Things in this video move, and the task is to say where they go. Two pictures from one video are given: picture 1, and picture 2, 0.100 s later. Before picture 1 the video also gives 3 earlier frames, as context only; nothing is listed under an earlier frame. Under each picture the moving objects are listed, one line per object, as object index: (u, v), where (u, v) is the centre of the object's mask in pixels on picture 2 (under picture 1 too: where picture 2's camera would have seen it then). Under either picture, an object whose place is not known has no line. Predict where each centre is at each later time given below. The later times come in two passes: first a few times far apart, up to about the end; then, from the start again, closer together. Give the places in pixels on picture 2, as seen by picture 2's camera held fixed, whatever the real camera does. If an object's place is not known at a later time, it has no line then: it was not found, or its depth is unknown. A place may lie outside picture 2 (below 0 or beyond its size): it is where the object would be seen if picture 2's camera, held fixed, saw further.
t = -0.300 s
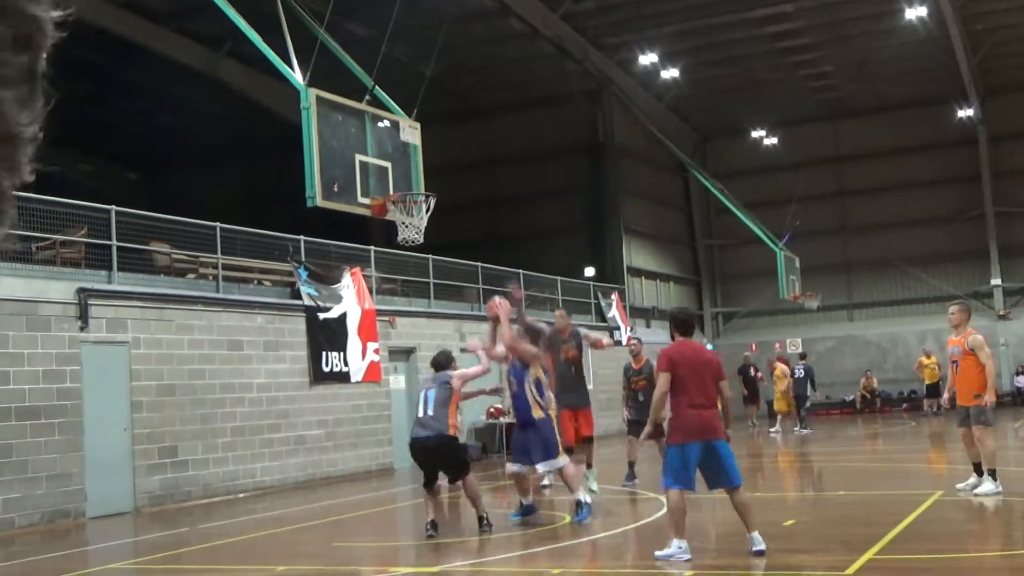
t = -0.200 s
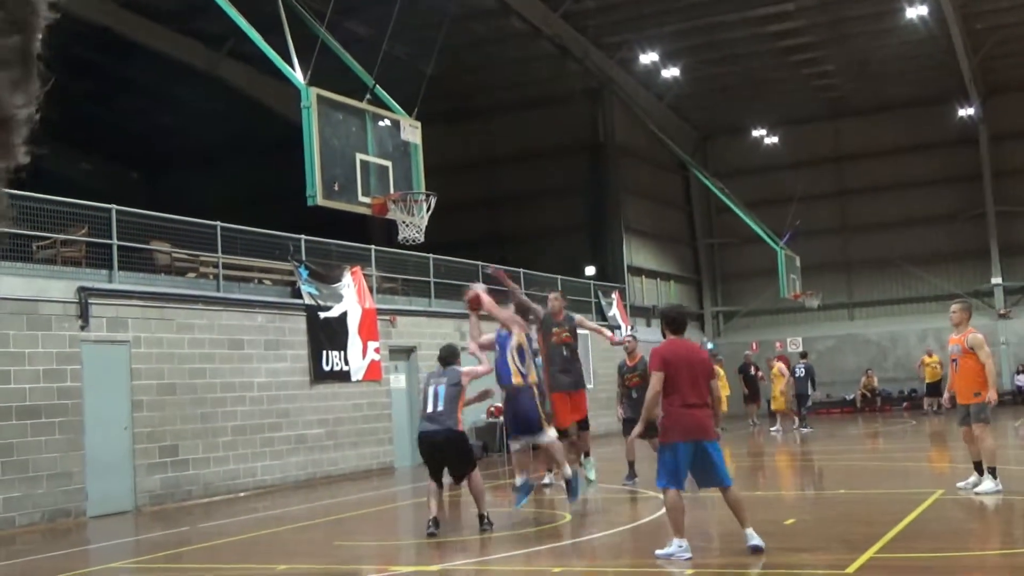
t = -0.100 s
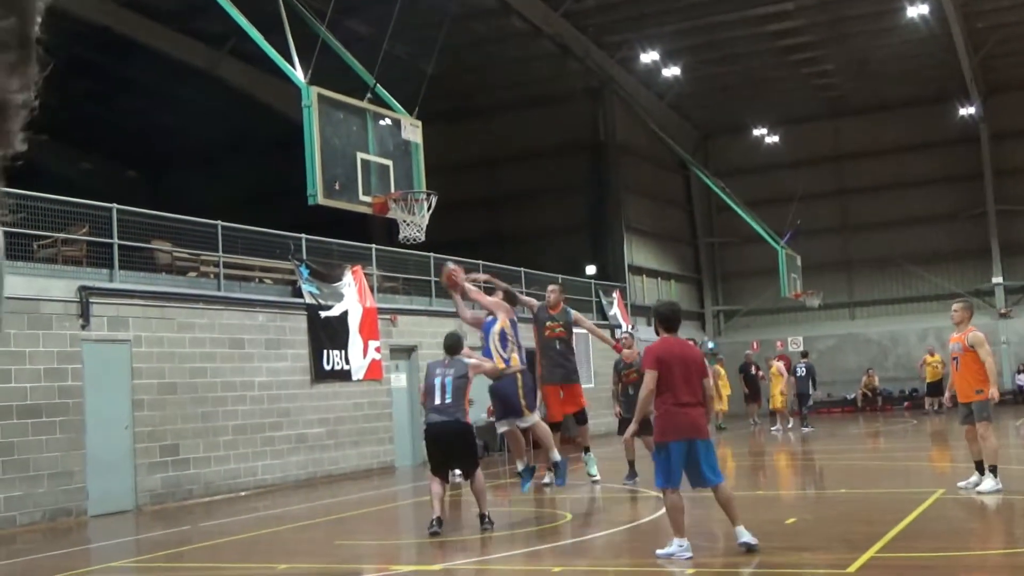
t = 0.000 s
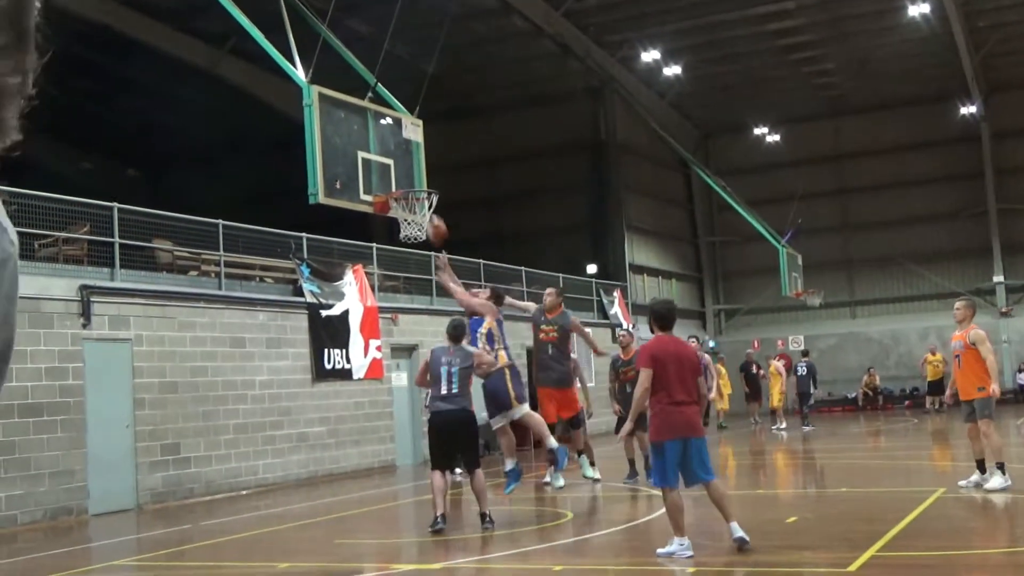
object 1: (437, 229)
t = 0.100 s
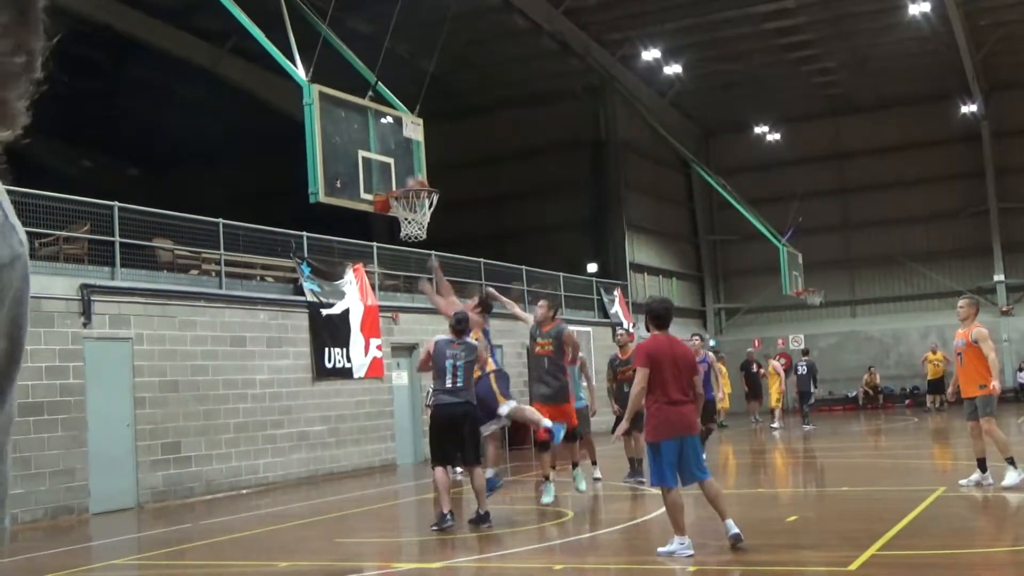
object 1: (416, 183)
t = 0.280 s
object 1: (405, 144)
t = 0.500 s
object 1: (407, 139)
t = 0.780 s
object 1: (412, 181)
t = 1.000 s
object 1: (415, 179)
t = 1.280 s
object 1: (413, 184)
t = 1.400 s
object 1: (413, 214)
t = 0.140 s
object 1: (410, 174)
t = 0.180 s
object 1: (405, 162)
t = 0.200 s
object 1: (405, 158)
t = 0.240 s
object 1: (405, 150)
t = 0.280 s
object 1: (405, 144)
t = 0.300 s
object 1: (405, 141)
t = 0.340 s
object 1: (406, 138)
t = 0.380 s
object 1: (406, 137)
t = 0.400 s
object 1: (406, 137)
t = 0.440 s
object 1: (407, 137)
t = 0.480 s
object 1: (407, 138)
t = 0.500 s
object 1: (407, 139)
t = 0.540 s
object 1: (409, 144)
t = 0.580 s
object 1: (409, 150)
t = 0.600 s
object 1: (410, 153)
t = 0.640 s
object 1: (411, 161)
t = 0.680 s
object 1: (412, 172)
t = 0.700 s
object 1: (412, 177)
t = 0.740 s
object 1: (413, 180)
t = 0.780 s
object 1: (412, 181)
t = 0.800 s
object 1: (412, 182)
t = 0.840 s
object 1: (412, 188)
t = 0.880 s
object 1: (411, 182)
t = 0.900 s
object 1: (412, 181)
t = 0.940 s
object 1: (413, 179)
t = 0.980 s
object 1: (414, 179)
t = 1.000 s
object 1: (415, 179)
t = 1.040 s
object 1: (416, 179)
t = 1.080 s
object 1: (415, 177)
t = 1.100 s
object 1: (415, 177)
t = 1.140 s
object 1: (414, 178)
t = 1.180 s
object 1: (415, 179)
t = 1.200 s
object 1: (414, 180)
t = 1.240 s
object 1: (414, 183)
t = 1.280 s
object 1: (413, 184)
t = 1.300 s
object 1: (412, 194)
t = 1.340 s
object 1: (413, 204)
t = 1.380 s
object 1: (414, 211)
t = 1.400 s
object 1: (413, 214)
